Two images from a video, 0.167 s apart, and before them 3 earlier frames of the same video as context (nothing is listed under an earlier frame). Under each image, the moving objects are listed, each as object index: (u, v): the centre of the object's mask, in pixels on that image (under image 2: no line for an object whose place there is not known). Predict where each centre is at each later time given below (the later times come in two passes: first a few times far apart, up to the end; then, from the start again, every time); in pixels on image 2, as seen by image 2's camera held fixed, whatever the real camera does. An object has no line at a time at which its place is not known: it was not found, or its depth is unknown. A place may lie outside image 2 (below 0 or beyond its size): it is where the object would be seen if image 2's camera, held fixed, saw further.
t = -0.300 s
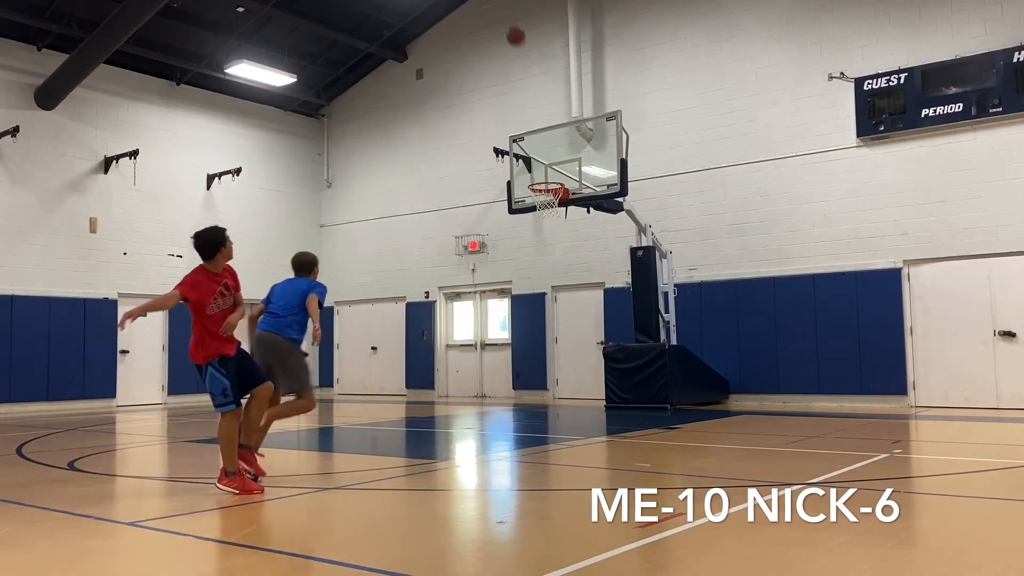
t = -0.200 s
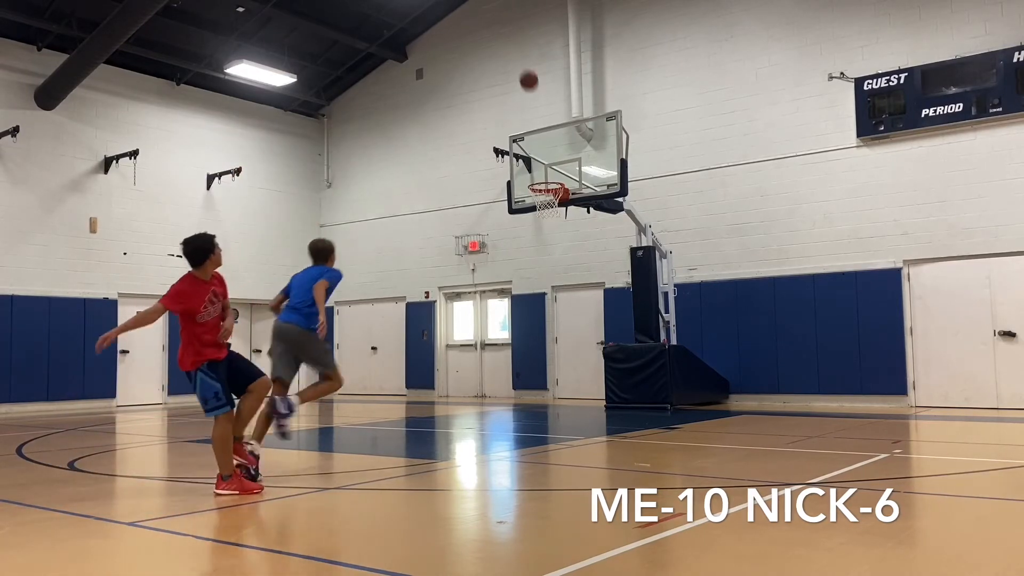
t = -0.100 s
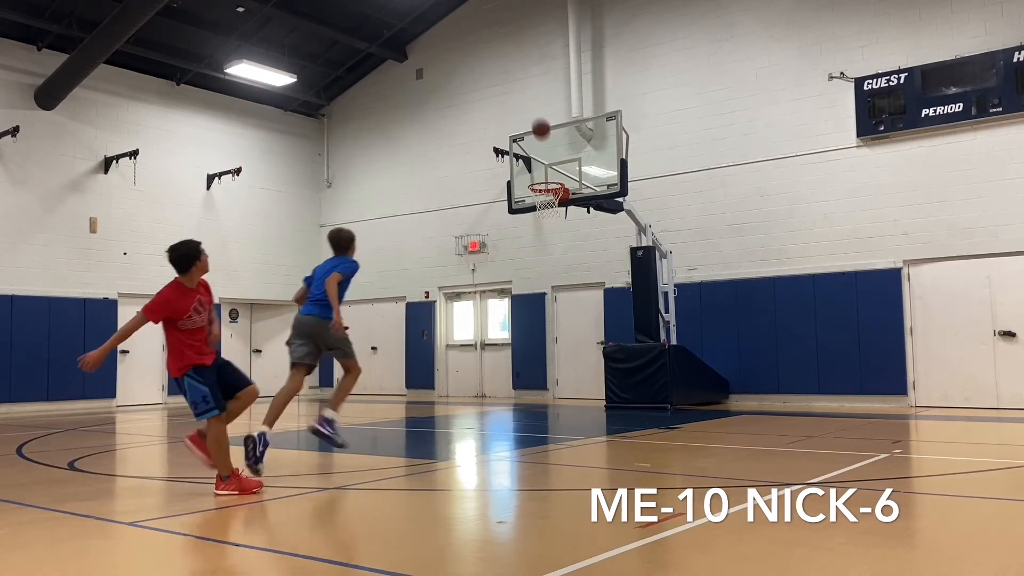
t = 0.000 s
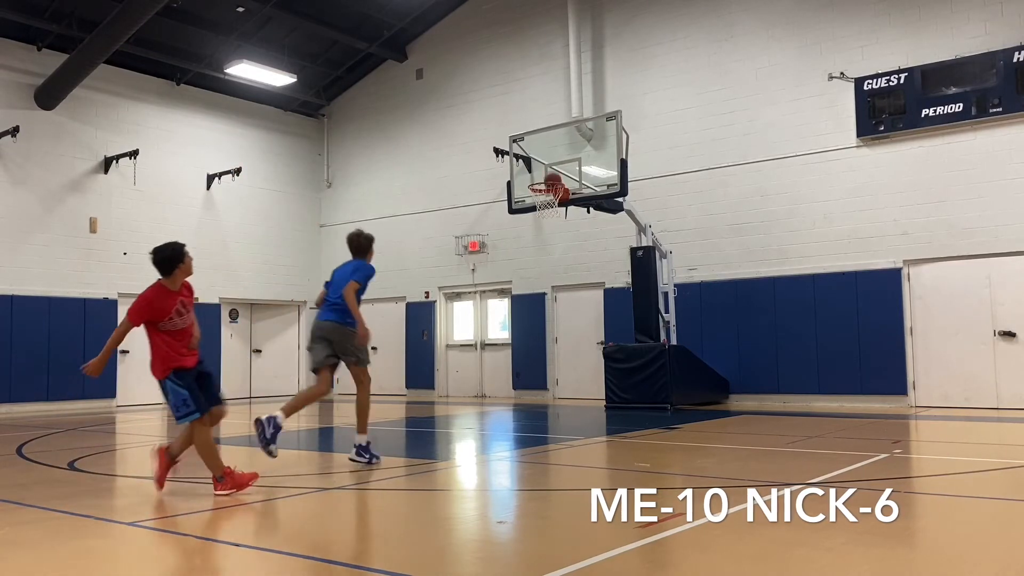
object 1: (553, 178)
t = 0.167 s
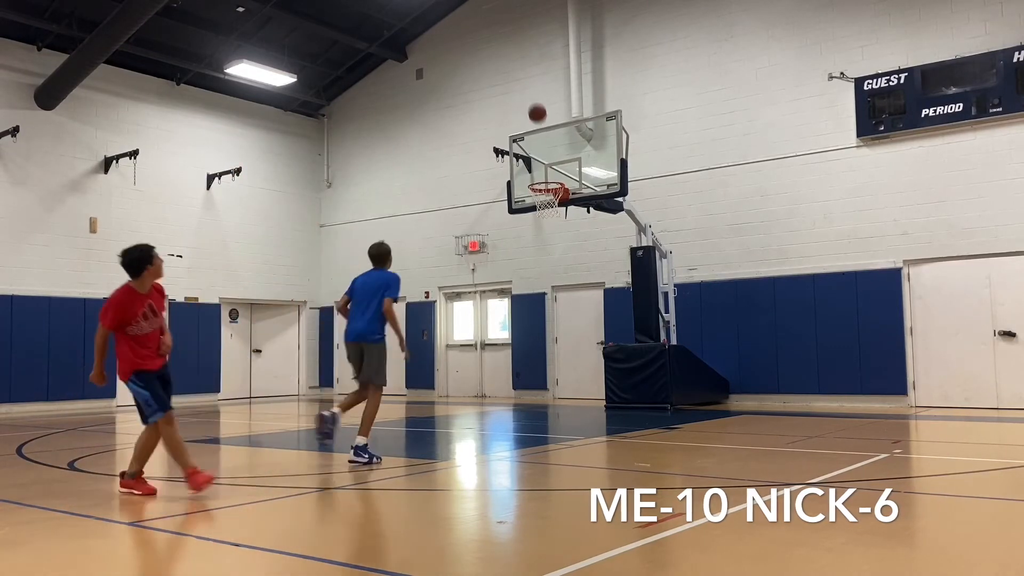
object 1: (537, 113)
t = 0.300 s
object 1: (524, 68)
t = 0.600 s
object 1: (493, 10)
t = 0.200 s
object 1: (534, 101)
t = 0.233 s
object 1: (531, 89)
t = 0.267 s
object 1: (527, 78)
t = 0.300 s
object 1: (524, 68)
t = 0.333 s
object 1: (520, 59)
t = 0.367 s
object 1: (517, 50)
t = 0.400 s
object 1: (513, 42)
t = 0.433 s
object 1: (510, 35)
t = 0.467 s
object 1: (507, 28)
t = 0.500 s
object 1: (503, 23)
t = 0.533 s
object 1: (500, 18)
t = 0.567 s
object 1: (496, 14)
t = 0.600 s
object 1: (493, 10)
